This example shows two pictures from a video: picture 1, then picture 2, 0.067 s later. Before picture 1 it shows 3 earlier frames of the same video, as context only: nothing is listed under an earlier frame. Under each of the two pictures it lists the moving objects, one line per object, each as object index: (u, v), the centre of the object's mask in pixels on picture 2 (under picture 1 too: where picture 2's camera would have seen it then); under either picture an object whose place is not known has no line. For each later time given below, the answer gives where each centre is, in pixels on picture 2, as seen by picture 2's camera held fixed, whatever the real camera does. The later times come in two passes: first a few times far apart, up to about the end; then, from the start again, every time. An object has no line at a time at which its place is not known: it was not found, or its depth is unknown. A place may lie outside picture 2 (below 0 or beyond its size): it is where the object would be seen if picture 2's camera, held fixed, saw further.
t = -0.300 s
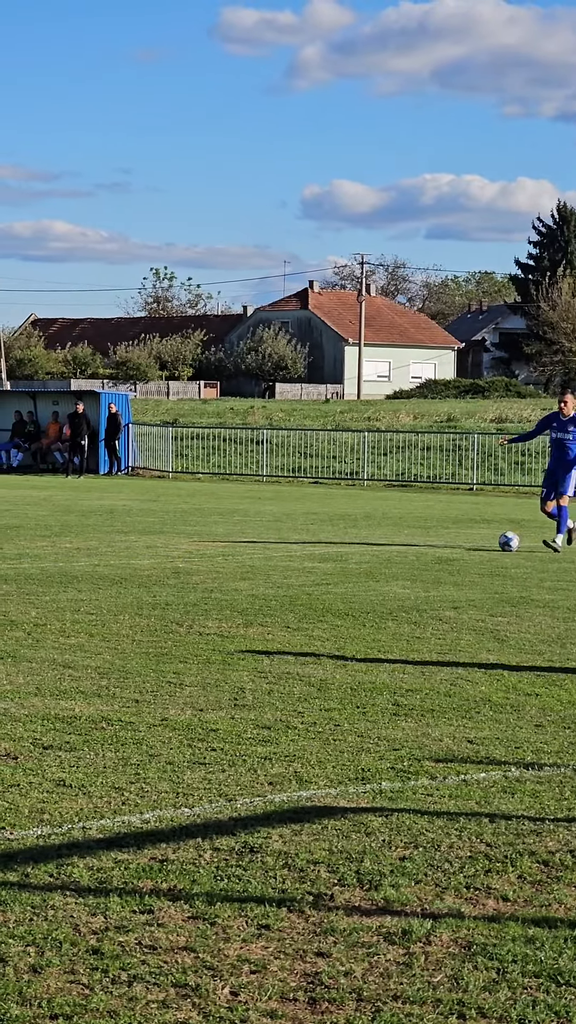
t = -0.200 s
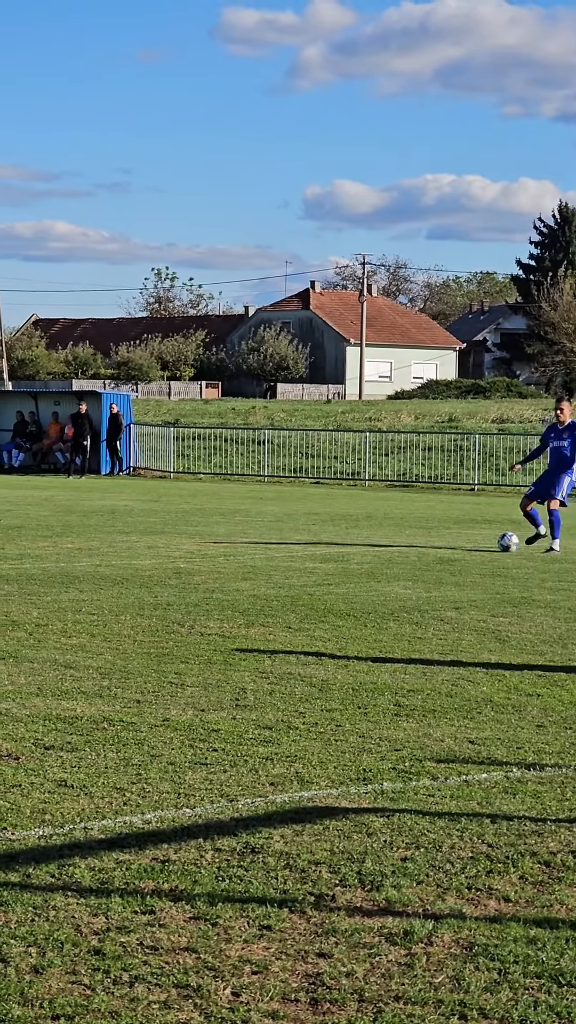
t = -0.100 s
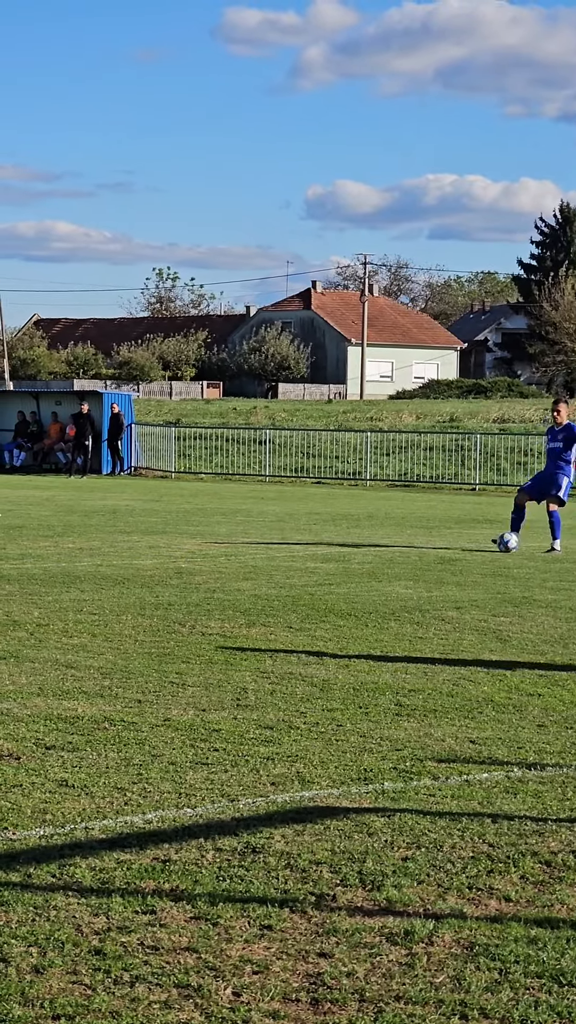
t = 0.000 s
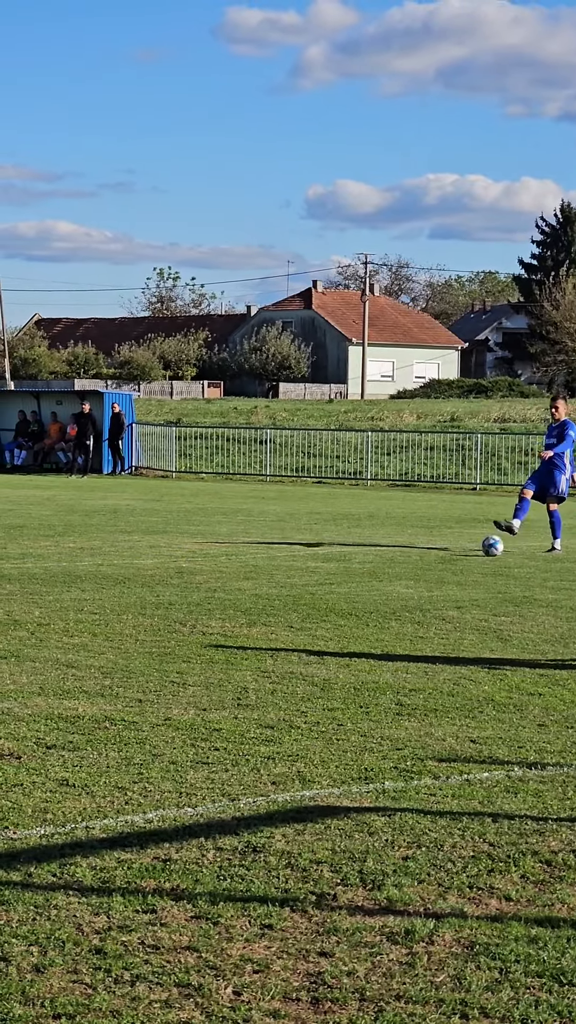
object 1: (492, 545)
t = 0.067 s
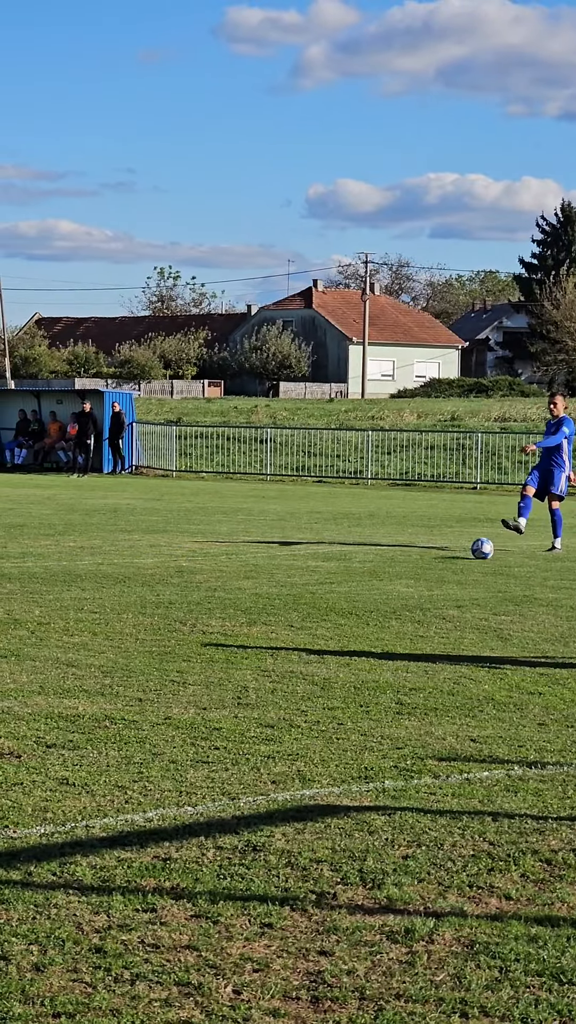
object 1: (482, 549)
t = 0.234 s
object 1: (457, 556)
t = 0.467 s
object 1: (426, 565)
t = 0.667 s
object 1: (403, 575)
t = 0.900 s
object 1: (381, 585)
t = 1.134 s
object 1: (354, 599)
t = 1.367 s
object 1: (328, 613)
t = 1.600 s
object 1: (306, 628)
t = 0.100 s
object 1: (477, 550)
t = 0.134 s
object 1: (472, 551)
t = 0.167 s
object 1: (467, 554)
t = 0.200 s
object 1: (462, 556)
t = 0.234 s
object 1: (457, 556)
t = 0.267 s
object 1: (453, 557)
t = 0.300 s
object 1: (448, 558)
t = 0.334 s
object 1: (443, 561)
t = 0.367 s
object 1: (439, 563)
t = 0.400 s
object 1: (434, 563)
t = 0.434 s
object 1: (430, 564)
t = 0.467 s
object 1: (426, 565)
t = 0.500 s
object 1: (421, 567)
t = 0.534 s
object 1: (418, 570)
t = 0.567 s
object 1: (414, 571)
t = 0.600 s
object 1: (410, 572)
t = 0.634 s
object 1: (406, 573)
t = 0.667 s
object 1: (403, 575)
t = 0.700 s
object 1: (401, 576)
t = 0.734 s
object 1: (396, 577)
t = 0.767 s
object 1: (393, 578)
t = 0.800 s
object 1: (391, 579)
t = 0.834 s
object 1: (386, 582)
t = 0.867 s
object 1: (383, 585)
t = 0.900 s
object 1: (381, 585)
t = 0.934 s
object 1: (376, 586)
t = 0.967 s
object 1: (372, 588)
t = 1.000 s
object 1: (370, 589)
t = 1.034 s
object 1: (365, 595)
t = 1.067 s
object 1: (361, 596)
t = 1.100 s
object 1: (359, 596)
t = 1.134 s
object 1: (354, 599)
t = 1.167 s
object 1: (350, 602)
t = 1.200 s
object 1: (348, 604)
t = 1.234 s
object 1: (343, 606)
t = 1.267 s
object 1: (340, 605)
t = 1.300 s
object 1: (338, 605)
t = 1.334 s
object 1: (332, 609)
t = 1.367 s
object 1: (328, 613)
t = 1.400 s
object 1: (326, 616)
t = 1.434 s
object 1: (321, 620)
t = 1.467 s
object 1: (318, 618)
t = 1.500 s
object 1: (317, 619)
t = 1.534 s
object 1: (311, 621)
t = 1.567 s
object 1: (307, 625)
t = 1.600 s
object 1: (306, 628)
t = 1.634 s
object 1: (300, 631)
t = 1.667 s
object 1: (297, 631)
